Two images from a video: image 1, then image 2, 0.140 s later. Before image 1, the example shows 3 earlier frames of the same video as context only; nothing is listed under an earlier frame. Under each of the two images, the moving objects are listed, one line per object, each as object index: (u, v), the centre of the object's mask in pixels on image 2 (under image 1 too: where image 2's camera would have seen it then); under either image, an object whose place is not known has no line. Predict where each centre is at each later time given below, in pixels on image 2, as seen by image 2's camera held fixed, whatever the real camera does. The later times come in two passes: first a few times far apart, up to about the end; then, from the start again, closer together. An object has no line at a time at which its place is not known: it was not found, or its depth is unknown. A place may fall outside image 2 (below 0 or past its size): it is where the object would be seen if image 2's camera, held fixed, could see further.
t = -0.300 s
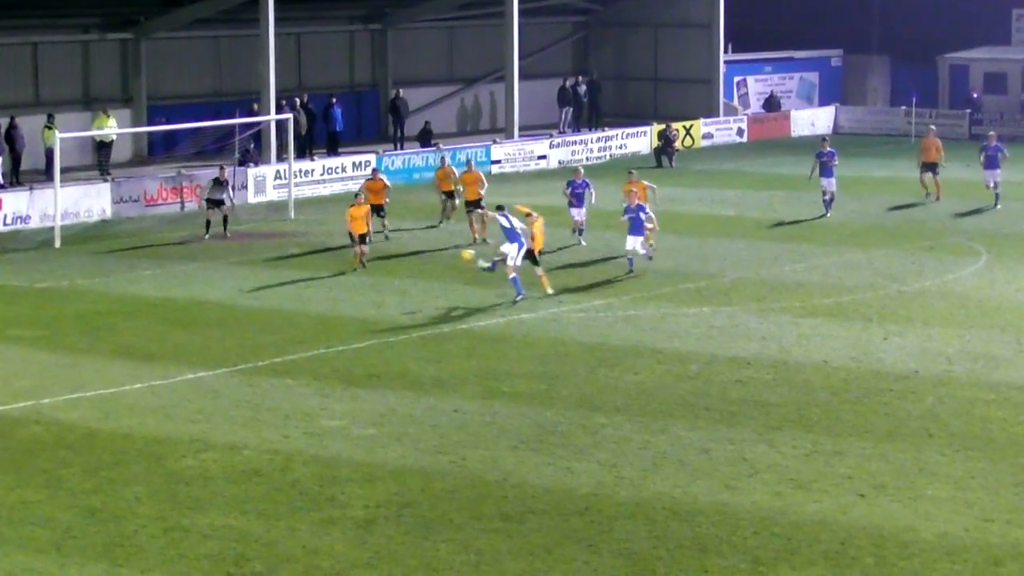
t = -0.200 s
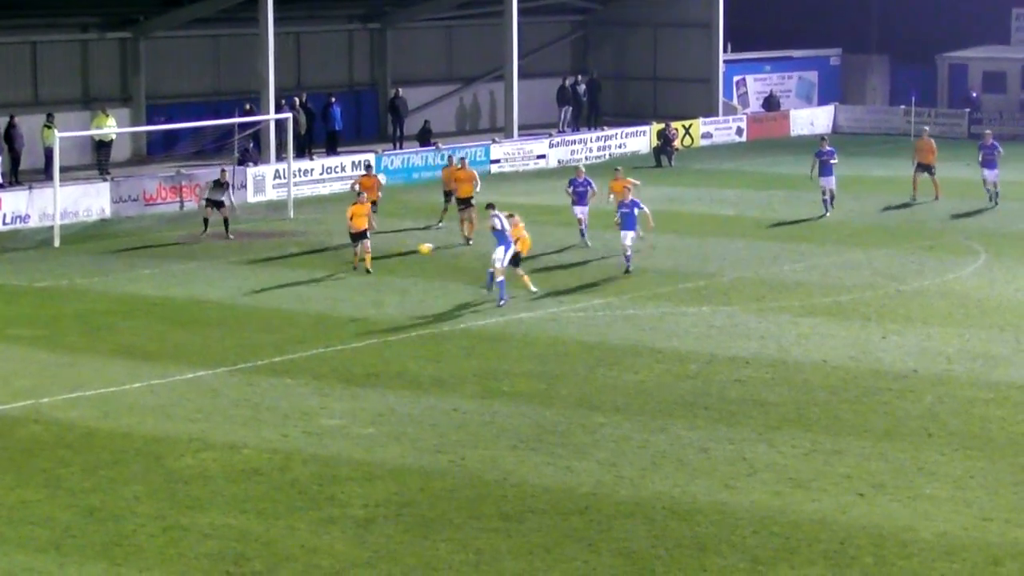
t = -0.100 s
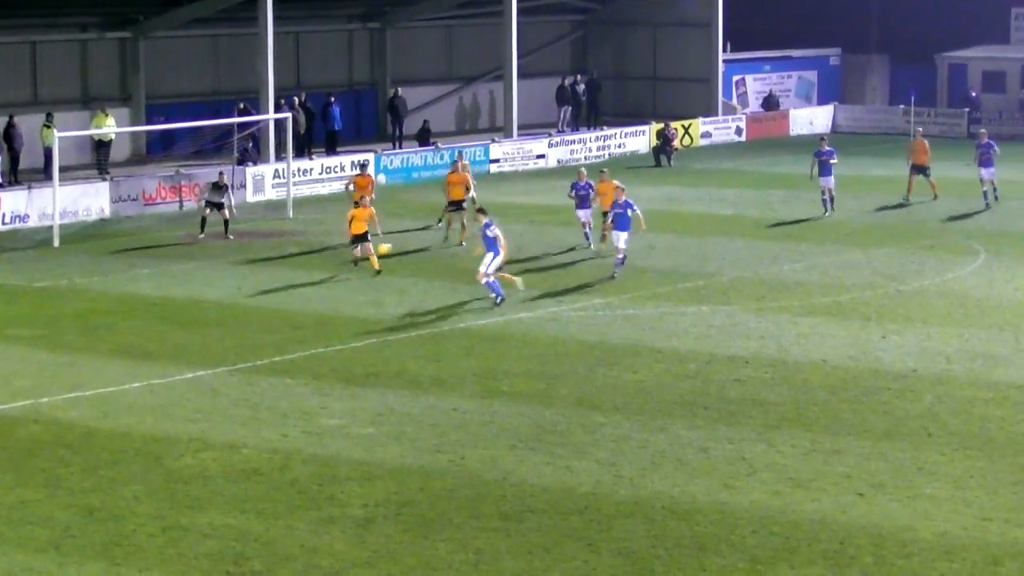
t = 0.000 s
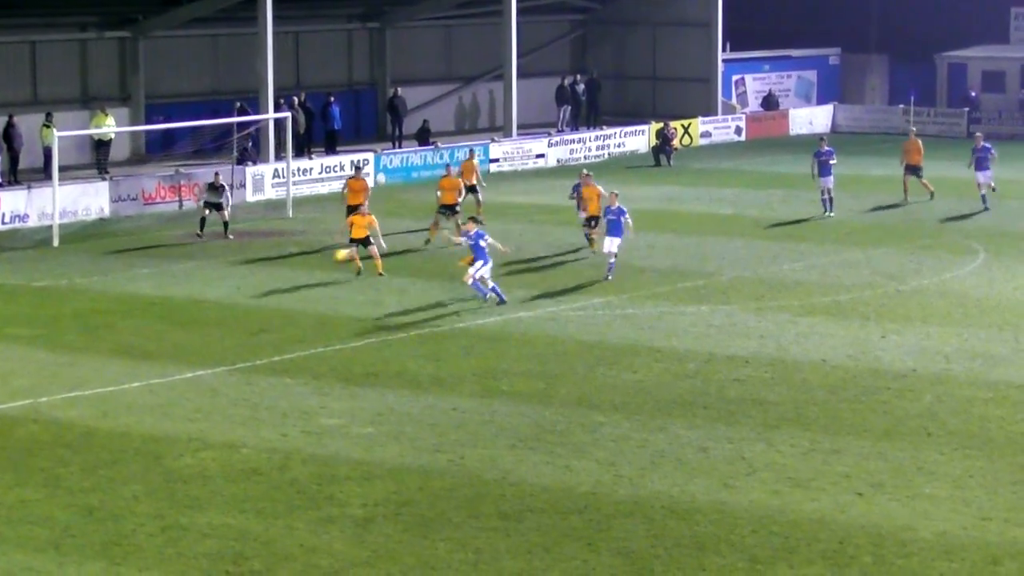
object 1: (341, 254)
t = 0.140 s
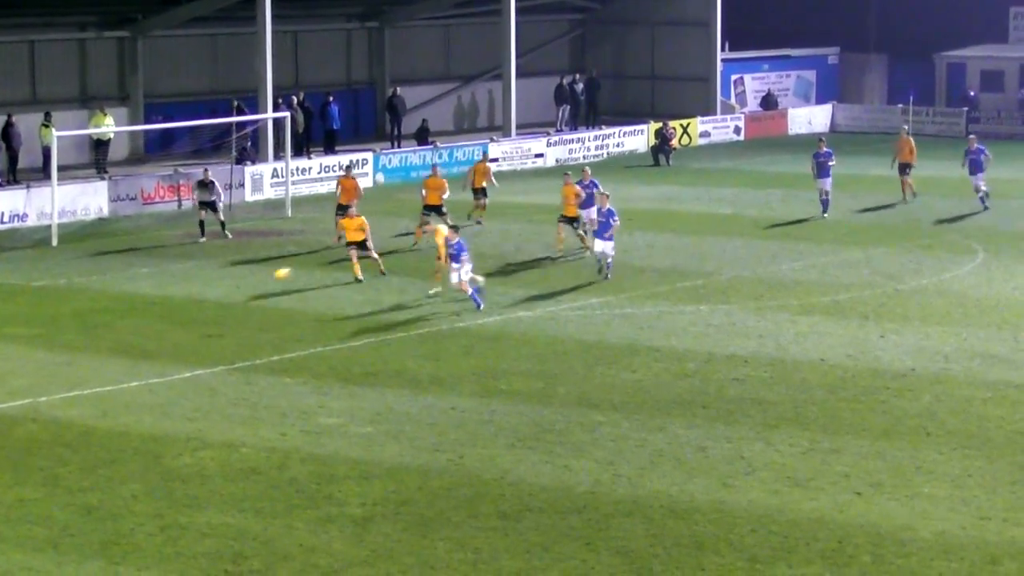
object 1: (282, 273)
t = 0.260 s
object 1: (231, 299)
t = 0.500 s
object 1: (158, 312)
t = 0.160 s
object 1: (274, 276)
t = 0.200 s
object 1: (256, 285)
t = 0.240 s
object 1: (239, 294)
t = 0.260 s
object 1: (231, 299)
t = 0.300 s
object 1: (214, 310)
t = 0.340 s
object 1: (197, 321)
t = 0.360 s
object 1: (189, 327)
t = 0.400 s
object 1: (179, 323)
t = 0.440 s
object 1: (171, 318)
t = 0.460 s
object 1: (167, 316)
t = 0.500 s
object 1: (158, 312)
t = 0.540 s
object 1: (149, 309)
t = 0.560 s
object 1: (144, 308)
